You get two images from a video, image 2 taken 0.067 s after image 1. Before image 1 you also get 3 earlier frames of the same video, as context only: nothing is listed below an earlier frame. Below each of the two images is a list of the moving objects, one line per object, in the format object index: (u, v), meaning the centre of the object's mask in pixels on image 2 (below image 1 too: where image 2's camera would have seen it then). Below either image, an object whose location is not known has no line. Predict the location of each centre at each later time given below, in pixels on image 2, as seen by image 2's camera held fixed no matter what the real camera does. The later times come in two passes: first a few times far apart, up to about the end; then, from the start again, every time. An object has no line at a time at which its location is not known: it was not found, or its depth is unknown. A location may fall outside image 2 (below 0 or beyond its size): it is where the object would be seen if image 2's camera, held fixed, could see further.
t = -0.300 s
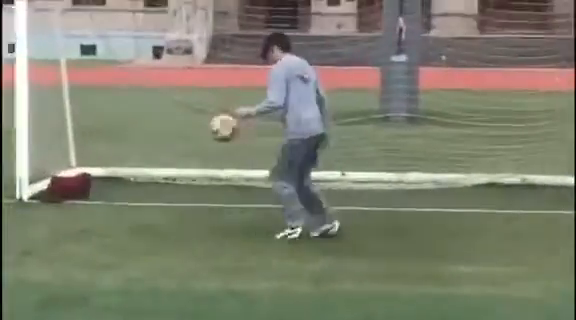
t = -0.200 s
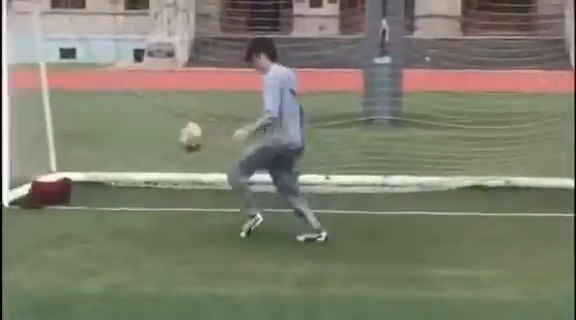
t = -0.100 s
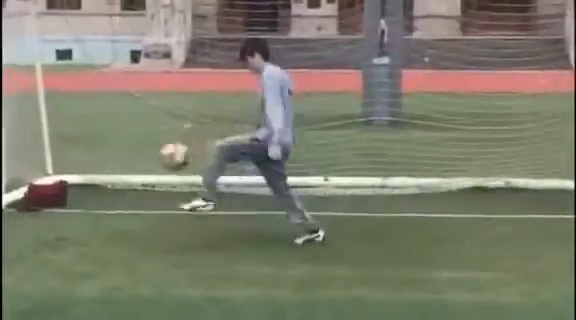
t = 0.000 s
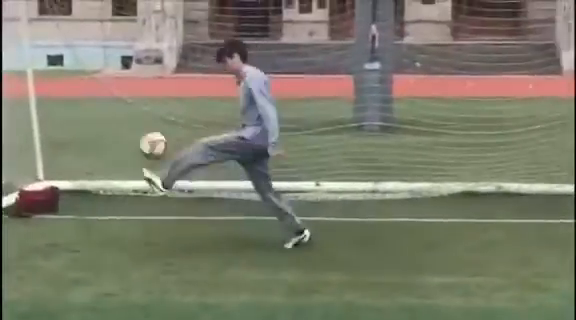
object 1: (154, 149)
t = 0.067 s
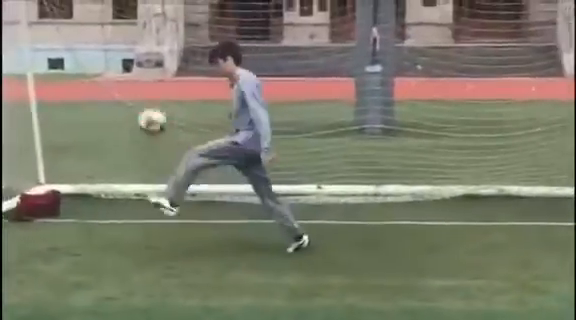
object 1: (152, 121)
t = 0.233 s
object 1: (144, 74)
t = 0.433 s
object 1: (137, 62)
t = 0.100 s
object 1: (150, 108)
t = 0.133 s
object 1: (147, 97)
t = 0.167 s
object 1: (147, 88)
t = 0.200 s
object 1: (144, 82)
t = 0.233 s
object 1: (144, 74)
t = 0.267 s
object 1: (142, 67)
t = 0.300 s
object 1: (140, 64)
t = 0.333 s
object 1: (138, 62)
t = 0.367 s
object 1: (138, 59)
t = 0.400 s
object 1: (138, 61)
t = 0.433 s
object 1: (137, 62)
